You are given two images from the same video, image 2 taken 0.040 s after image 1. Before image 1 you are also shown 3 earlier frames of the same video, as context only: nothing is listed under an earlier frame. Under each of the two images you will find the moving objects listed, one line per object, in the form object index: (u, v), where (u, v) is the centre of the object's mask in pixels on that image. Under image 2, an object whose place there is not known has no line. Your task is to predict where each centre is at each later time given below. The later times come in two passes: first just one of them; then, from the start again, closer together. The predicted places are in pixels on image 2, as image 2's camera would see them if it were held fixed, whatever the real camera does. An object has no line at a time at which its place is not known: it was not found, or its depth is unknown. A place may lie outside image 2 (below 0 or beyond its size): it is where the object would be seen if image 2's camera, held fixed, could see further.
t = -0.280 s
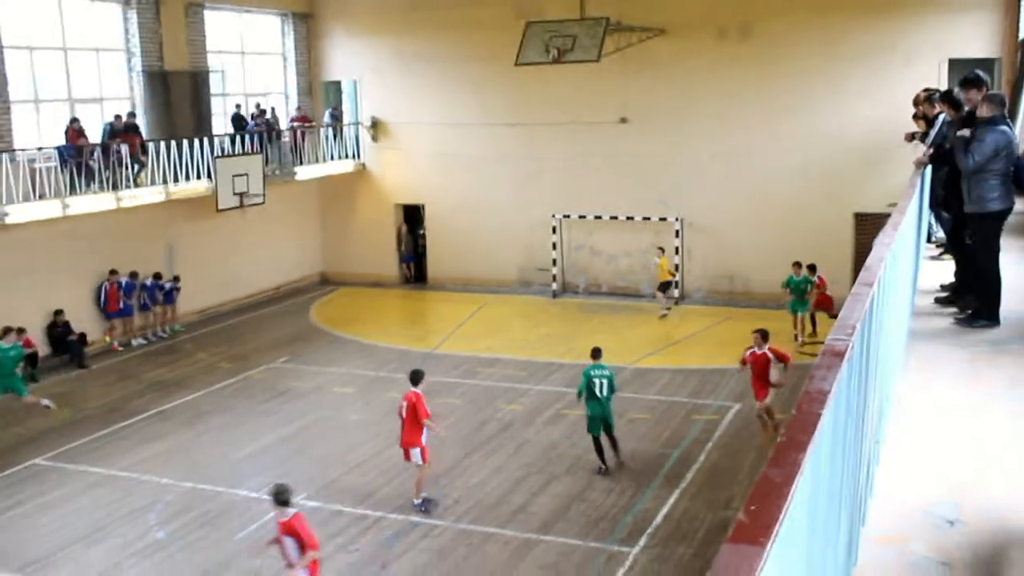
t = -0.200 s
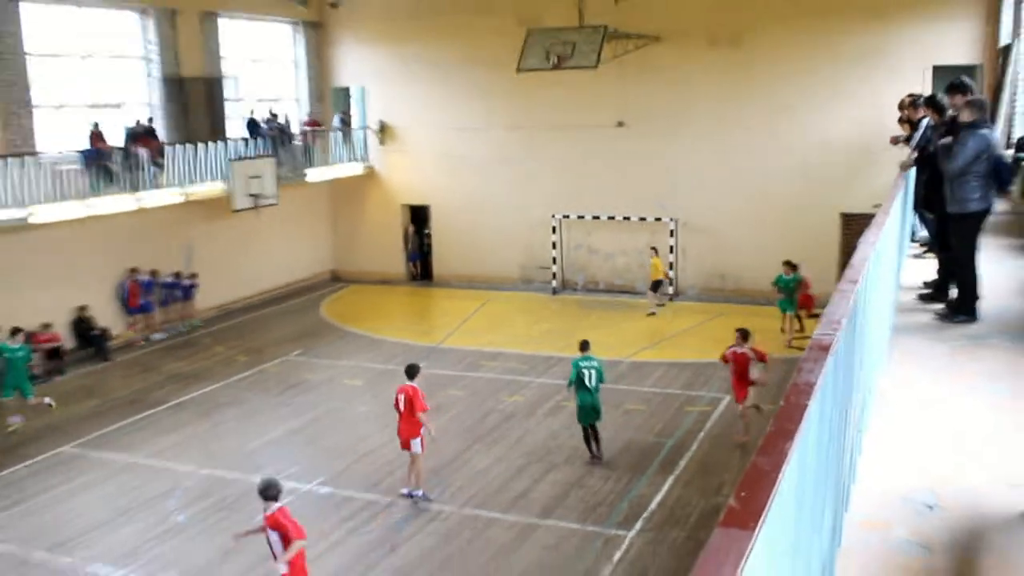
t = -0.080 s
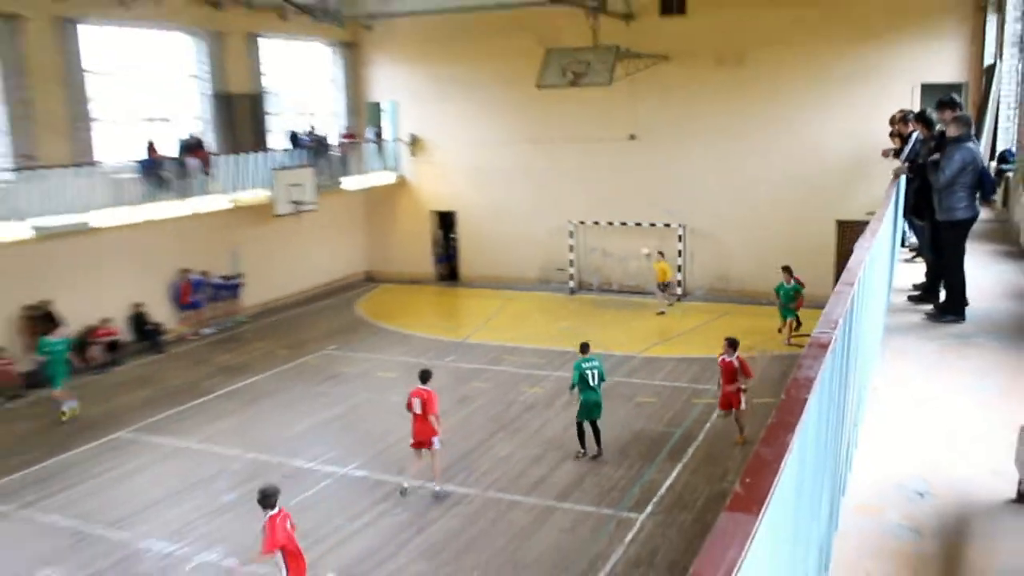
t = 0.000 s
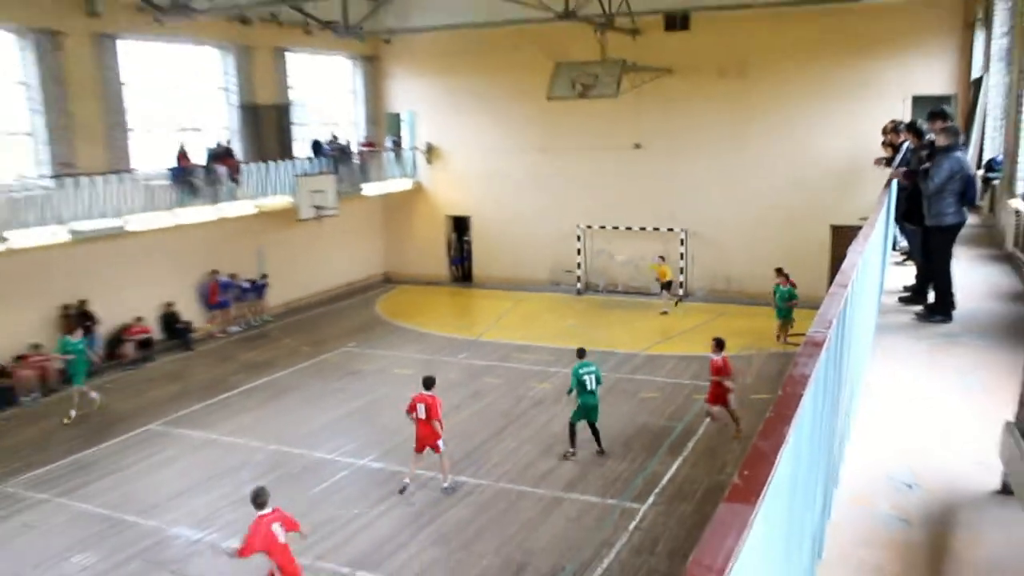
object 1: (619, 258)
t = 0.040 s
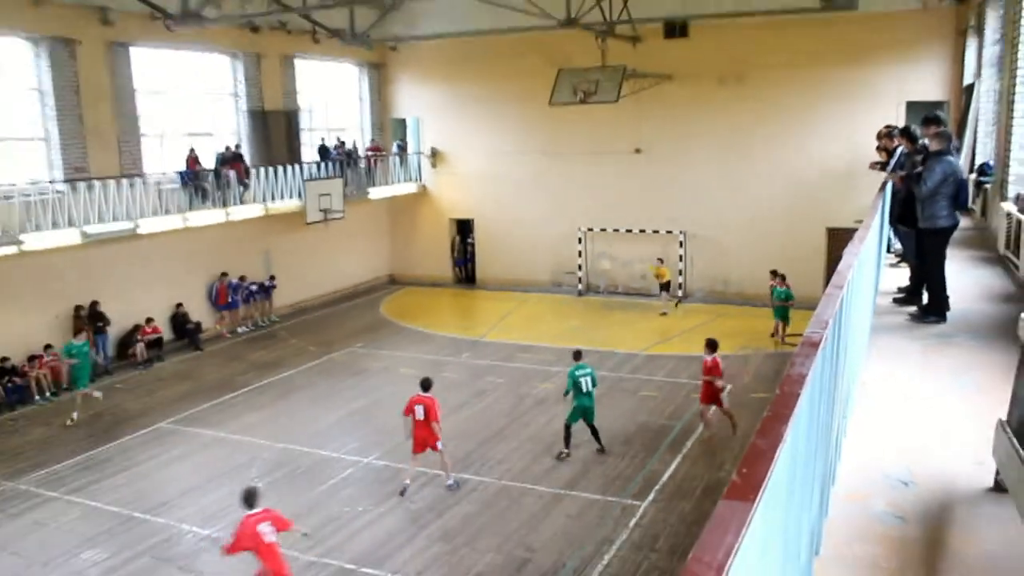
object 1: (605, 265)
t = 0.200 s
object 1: (538, 289)
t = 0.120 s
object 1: (571, 274)
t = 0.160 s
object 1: (554, 283)
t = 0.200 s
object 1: (538, 289)
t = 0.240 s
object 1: (521, 297)
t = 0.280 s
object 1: (505, 304)
